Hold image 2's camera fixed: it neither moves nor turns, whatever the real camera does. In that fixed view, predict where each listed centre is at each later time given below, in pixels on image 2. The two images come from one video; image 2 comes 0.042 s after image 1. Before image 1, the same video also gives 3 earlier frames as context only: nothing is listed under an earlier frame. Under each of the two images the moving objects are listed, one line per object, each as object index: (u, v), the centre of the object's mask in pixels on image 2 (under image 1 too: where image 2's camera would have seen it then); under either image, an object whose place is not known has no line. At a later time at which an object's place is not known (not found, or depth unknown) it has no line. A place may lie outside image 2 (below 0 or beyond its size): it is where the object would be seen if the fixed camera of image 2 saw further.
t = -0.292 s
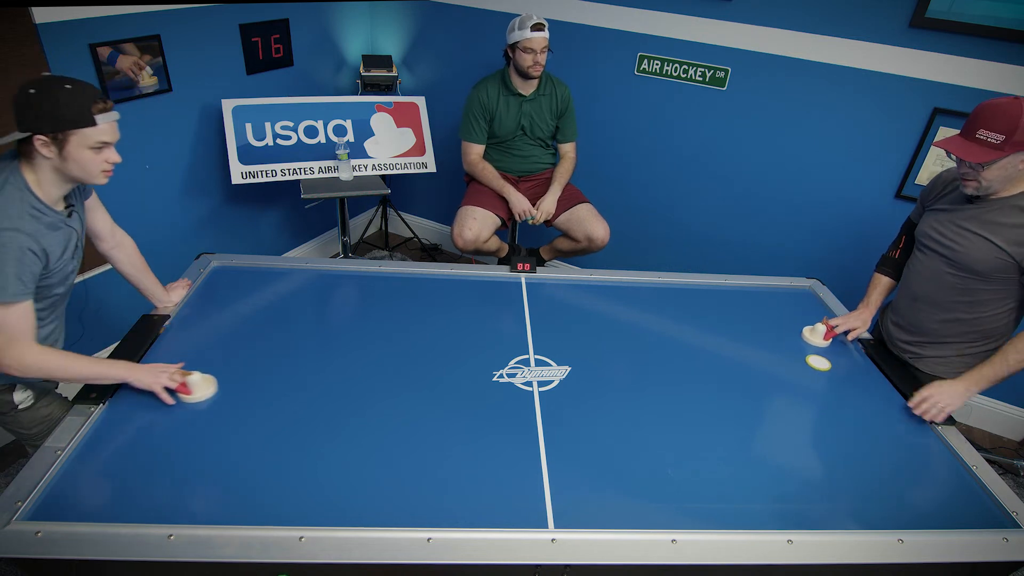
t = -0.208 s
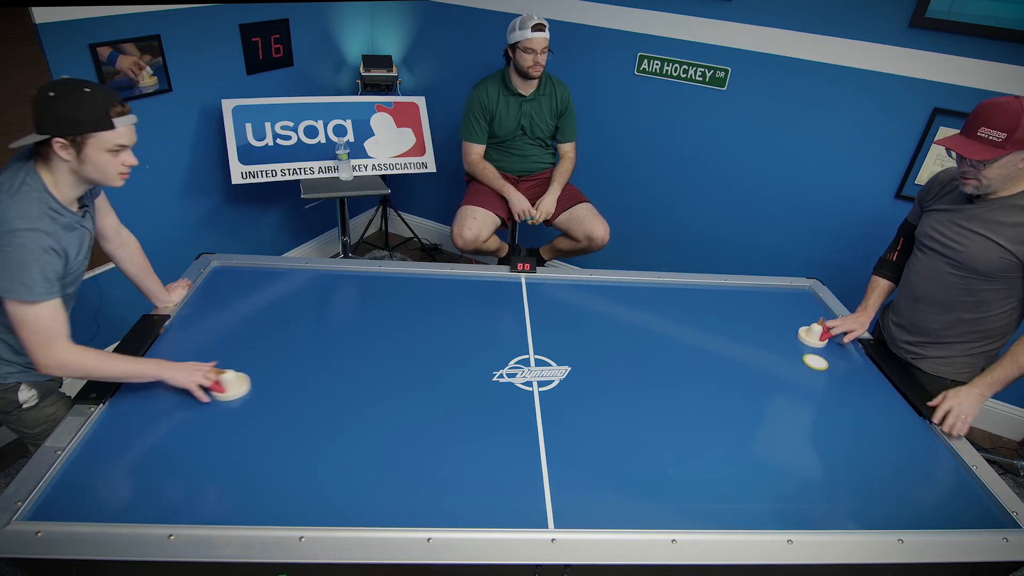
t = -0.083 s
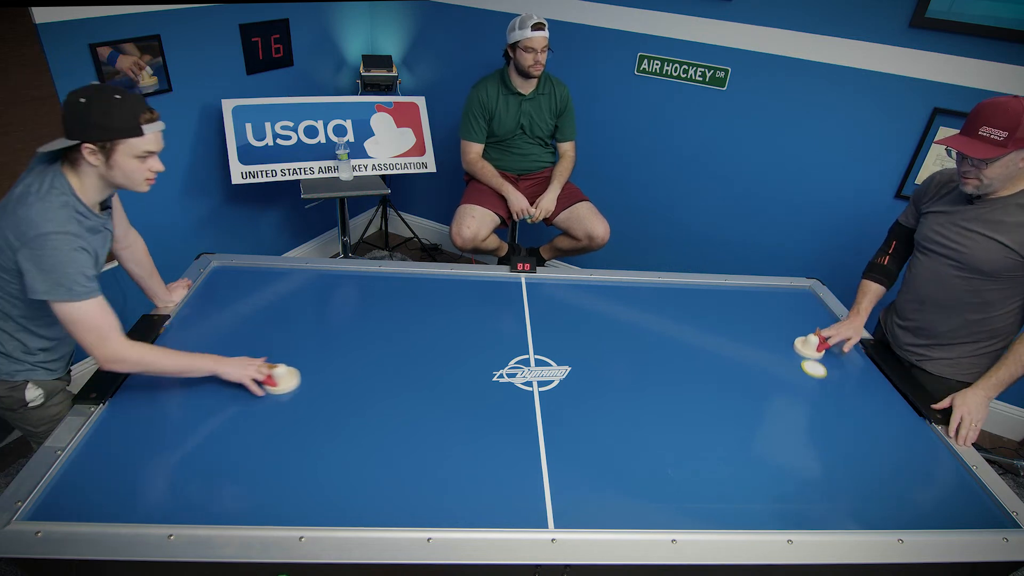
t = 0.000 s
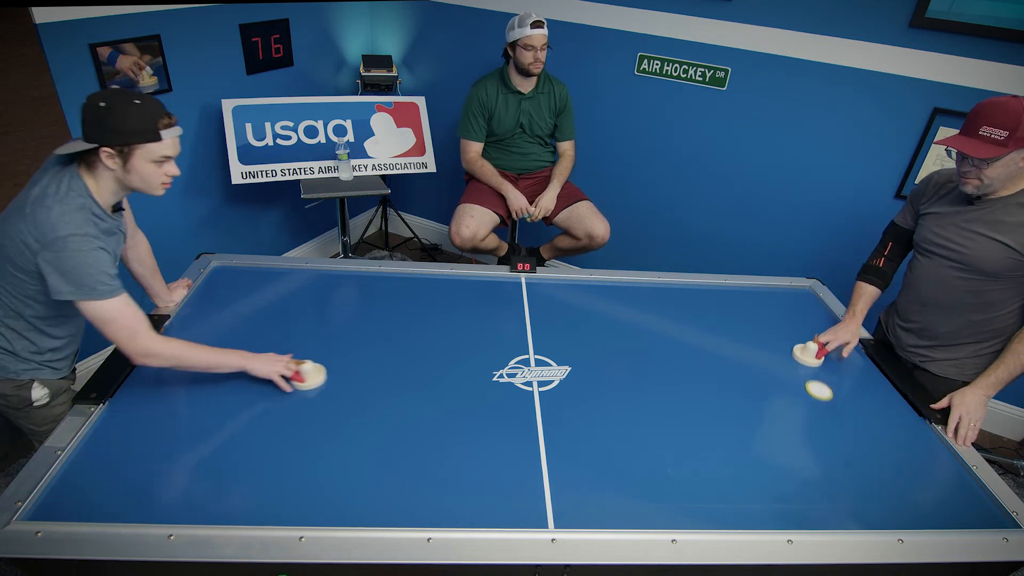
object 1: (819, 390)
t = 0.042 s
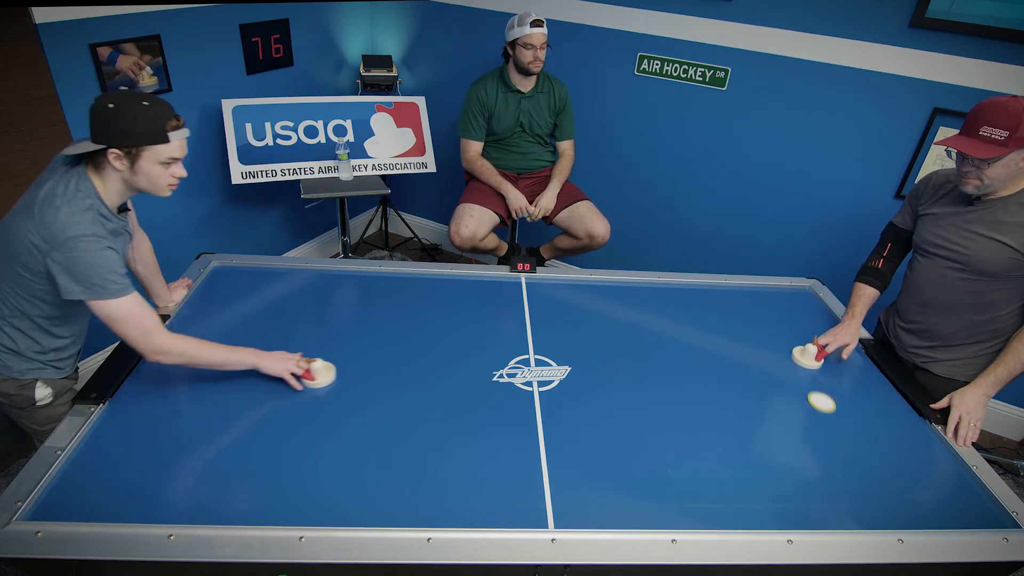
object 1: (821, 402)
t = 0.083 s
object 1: (824, 414)
